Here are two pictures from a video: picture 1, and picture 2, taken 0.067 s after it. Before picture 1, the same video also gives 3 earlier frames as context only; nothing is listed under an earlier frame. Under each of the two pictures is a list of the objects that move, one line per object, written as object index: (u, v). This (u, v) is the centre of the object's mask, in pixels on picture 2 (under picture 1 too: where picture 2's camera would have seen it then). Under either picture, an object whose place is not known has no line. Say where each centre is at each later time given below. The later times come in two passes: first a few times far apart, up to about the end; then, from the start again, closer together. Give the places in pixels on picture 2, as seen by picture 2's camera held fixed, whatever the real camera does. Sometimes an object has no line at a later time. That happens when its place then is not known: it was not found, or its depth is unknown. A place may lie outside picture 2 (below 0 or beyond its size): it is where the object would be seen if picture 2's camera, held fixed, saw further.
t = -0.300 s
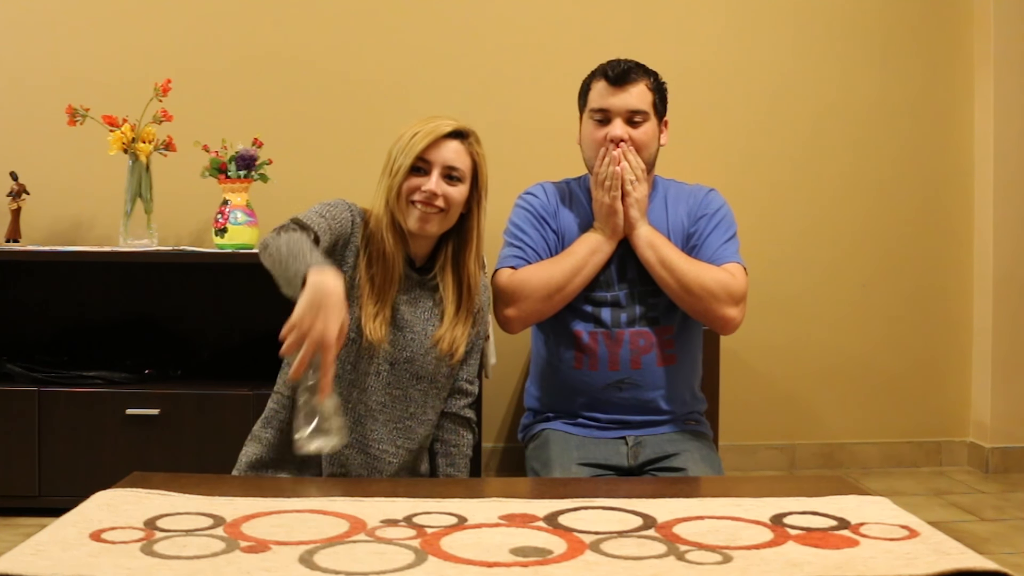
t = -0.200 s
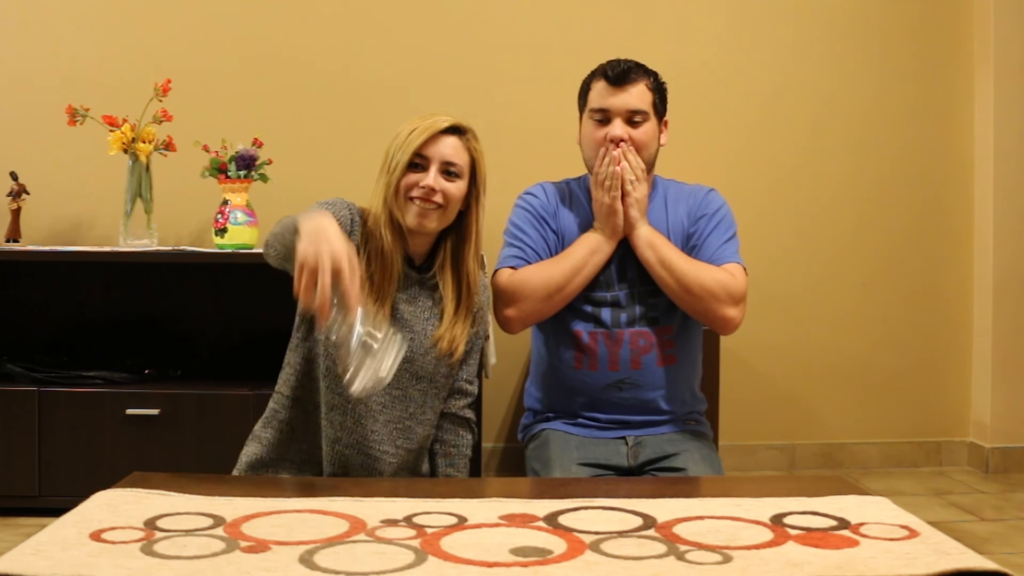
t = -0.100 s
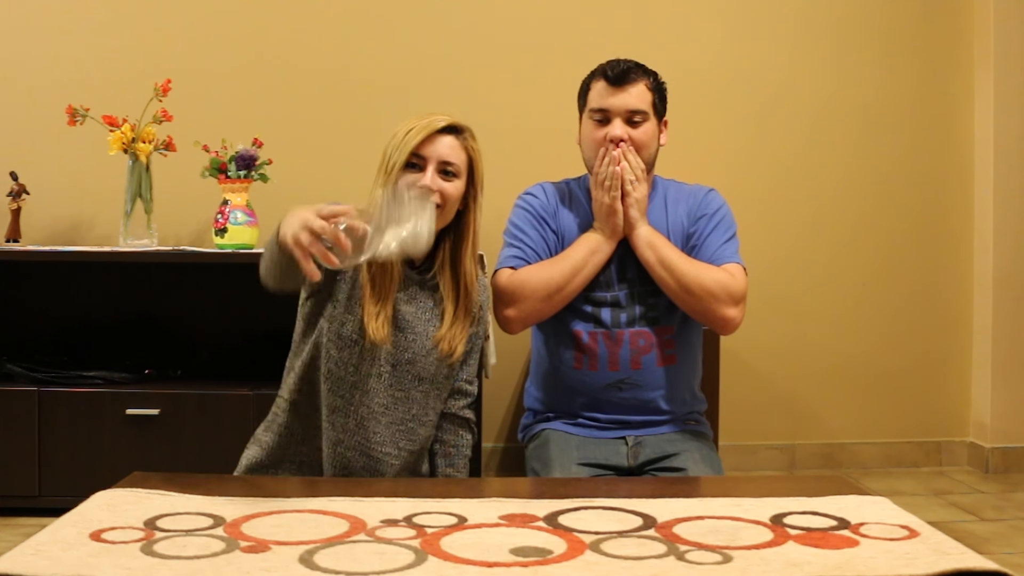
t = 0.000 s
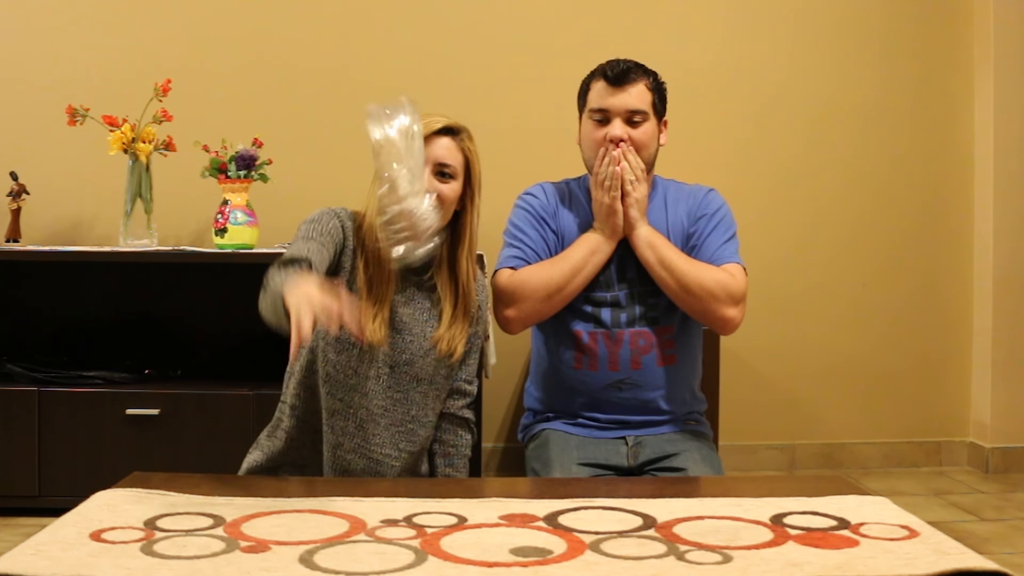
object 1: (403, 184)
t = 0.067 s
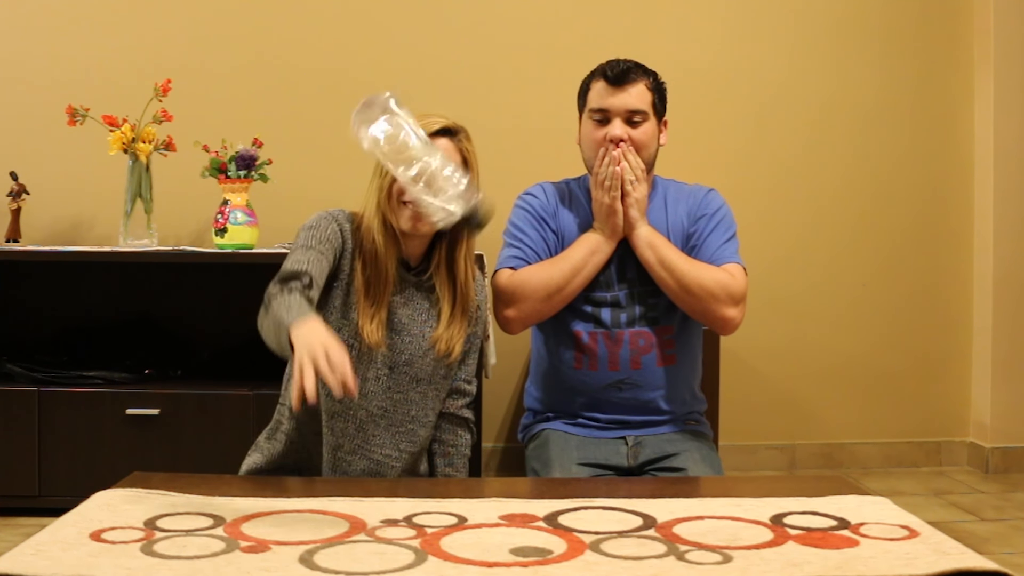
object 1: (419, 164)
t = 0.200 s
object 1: (422, 250)
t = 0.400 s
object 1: (441, 506)
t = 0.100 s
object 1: (421, 166)
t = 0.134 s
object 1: (421, 181)
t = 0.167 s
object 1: (423, 210)
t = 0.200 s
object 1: (422, 250)
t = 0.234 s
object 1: (422, 302)
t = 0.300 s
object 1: (431, 430)
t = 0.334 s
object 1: (439, 460)
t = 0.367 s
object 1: (437, 483)
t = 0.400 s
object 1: (441, 506)
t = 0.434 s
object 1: (441, 513)
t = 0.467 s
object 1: (438, 514)
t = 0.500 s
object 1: (433, 515)
